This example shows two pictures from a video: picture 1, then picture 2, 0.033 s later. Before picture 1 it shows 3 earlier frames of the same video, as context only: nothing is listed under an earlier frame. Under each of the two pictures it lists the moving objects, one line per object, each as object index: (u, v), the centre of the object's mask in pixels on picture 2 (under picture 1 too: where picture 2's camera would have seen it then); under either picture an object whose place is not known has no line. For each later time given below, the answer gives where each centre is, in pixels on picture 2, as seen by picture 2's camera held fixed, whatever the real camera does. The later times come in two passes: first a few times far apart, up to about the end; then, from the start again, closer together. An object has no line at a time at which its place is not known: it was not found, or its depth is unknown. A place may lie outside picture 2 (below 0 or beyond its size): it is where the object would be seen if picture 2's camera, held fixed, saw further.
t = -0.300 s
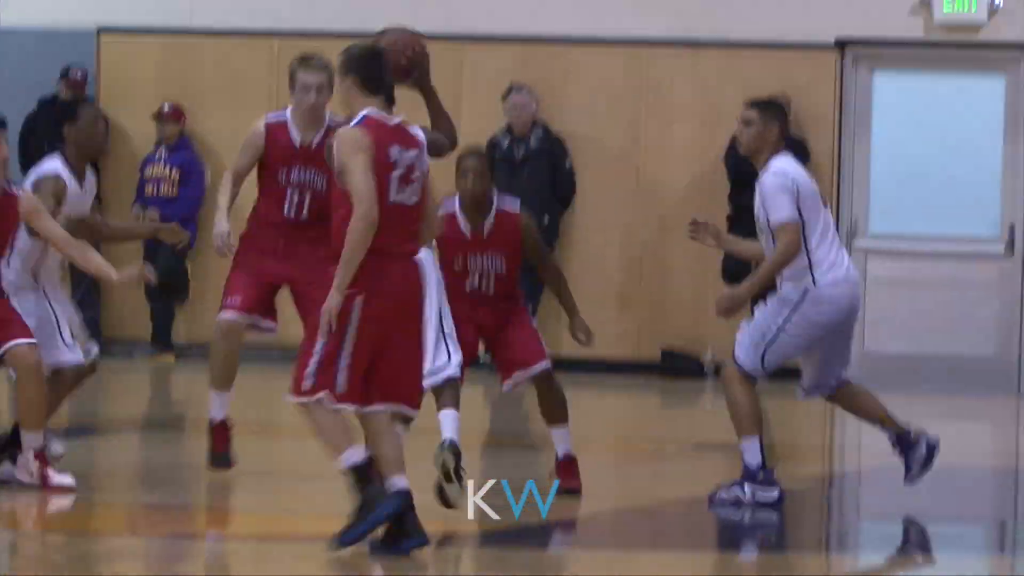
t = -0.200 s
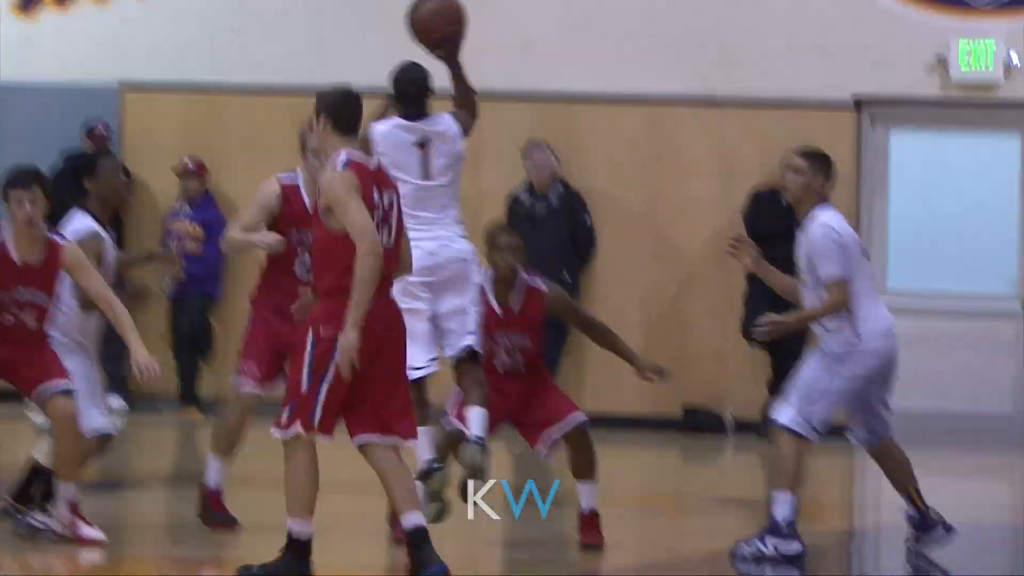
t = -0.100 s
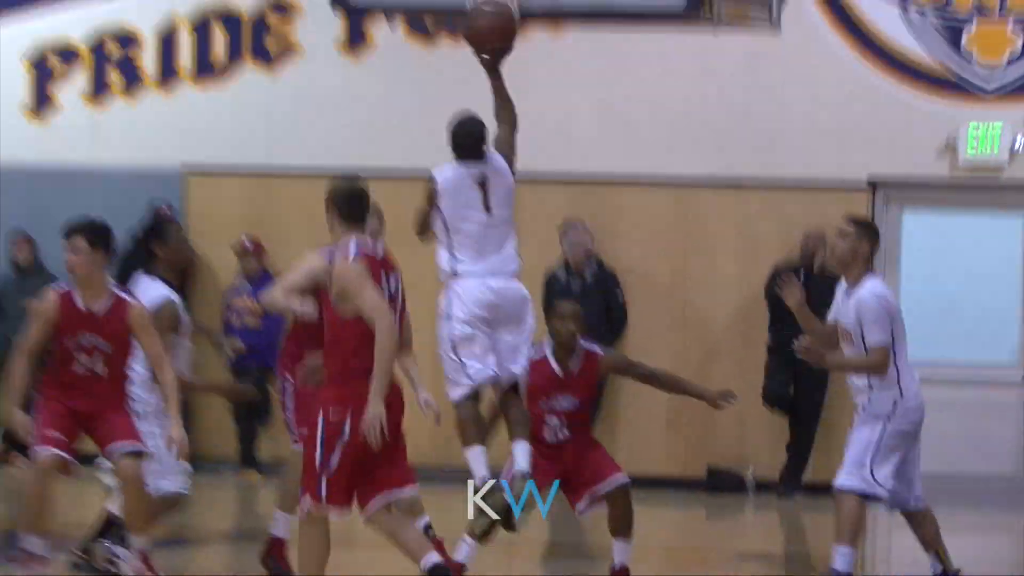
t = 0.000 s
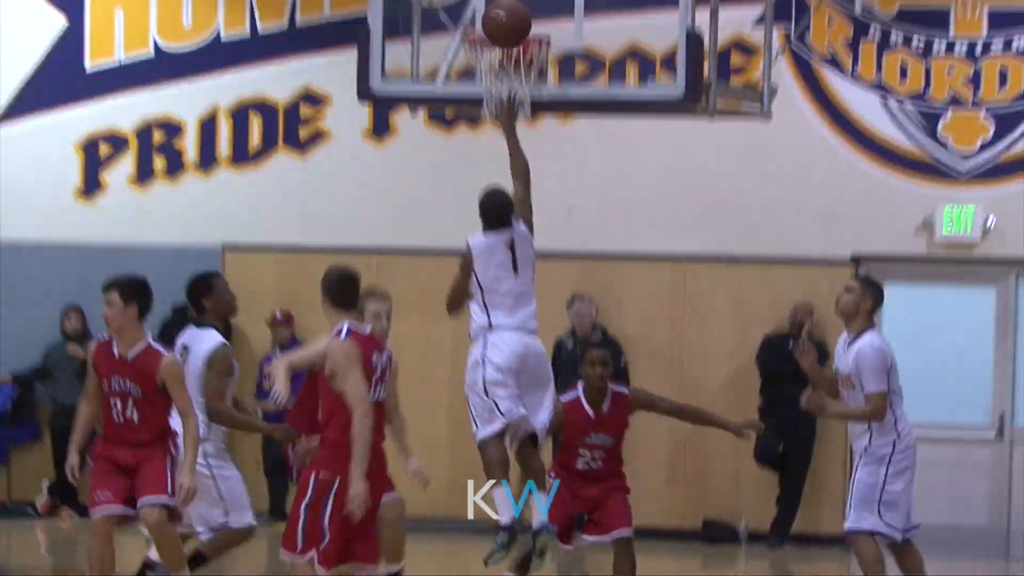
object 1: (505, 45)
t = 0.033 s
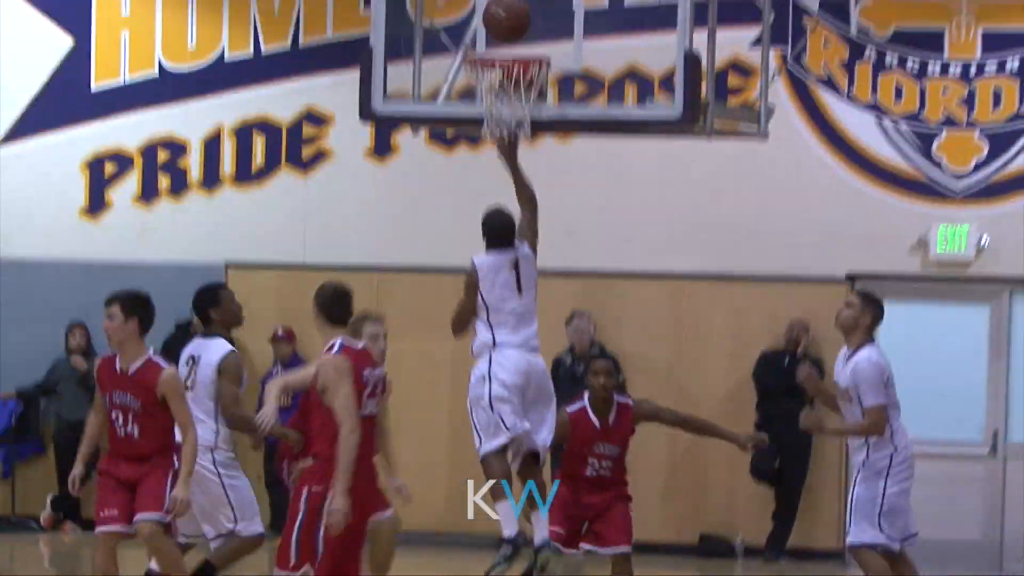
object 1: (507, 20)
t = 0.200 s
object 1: (506, -70)
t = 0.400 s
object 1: (503, -121)
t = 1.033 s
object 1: (531, 172)
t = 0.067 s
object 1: (507, -2)
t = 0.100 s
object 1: (507, -20)
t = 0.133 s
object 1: (507, -38)
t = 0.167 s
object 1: (507, -55)
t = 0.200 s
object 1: (506, -70)
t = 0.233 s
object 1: (507, -84)
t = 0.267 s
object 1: (506, -95)
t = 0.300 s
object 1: (505, -105)
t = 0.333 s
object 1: (505, -113)
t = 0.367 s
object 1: (505, -118)
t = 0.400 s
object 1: (503, -121)
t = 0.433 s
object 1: (503, -120)
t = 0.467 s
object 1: (502, -117)
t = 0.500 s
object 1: (501, -112)
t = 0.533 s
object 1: (501, -104)
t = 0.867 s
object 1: (503, 76)
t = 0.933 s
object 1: (508, 130)
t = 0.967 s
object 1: (517, 137)
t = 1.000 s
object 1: (524, 152)
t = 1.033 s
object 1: (531, 172)
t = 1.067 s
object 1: (537, 194)
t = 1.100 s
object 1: (543, 219)
